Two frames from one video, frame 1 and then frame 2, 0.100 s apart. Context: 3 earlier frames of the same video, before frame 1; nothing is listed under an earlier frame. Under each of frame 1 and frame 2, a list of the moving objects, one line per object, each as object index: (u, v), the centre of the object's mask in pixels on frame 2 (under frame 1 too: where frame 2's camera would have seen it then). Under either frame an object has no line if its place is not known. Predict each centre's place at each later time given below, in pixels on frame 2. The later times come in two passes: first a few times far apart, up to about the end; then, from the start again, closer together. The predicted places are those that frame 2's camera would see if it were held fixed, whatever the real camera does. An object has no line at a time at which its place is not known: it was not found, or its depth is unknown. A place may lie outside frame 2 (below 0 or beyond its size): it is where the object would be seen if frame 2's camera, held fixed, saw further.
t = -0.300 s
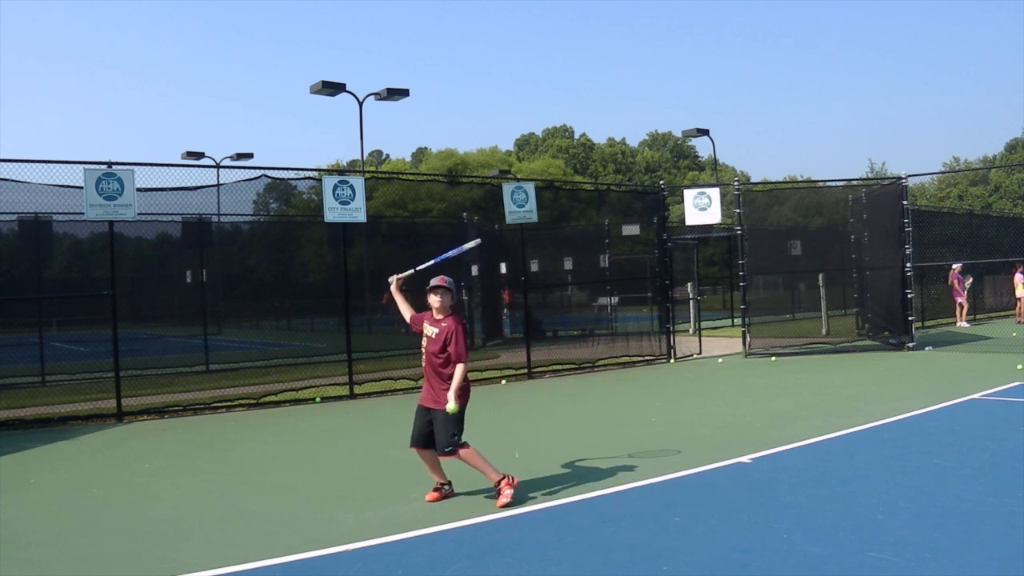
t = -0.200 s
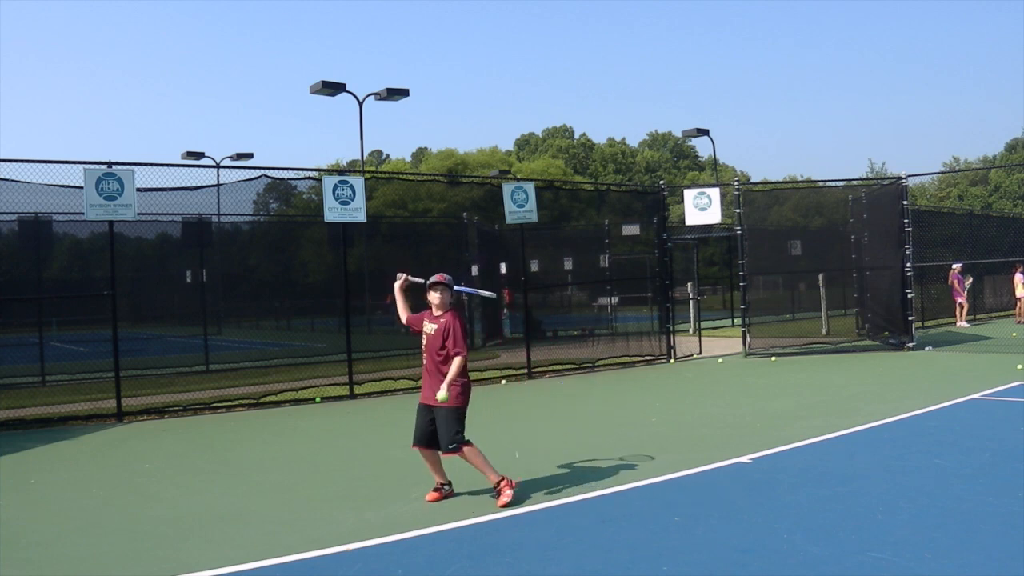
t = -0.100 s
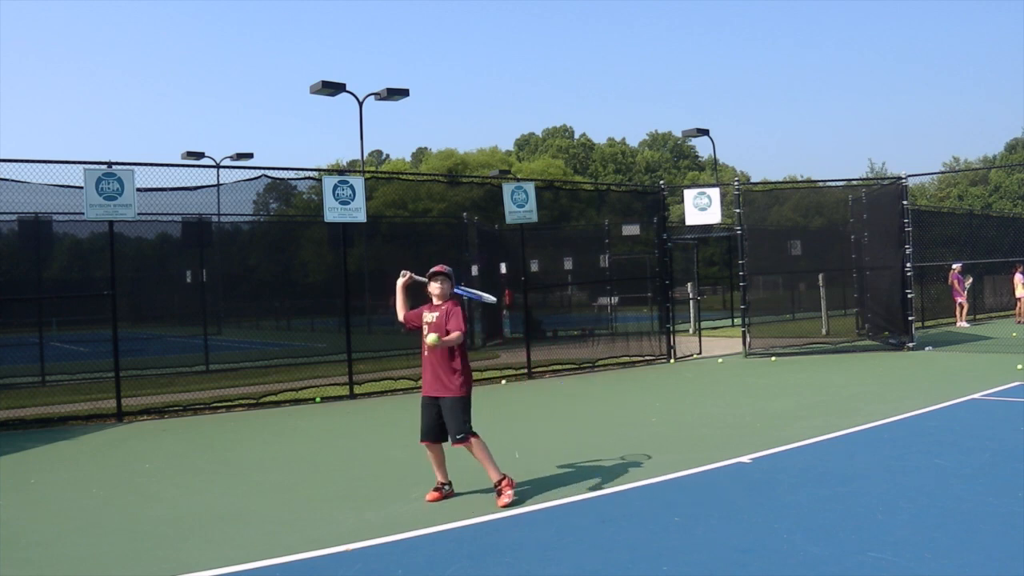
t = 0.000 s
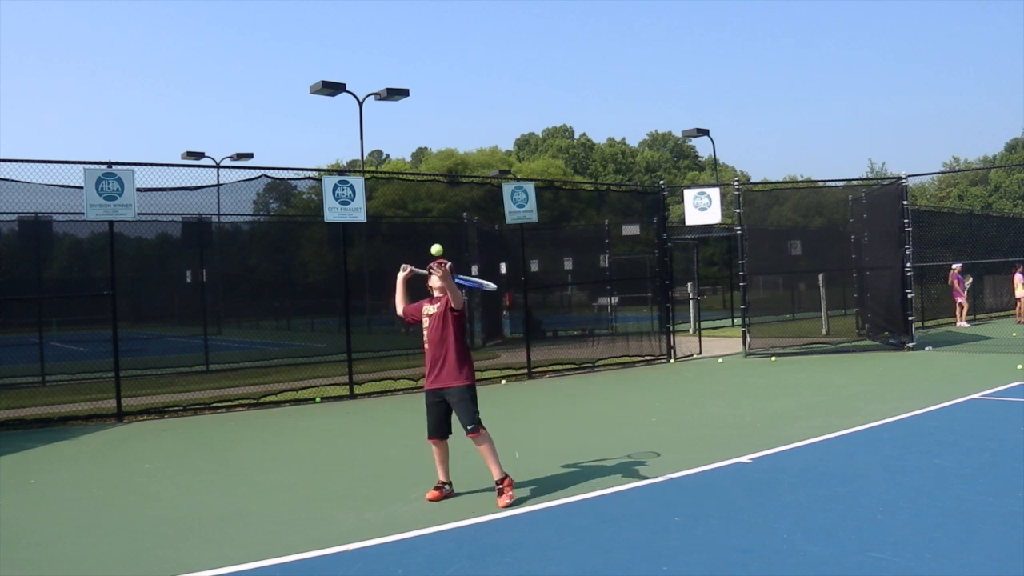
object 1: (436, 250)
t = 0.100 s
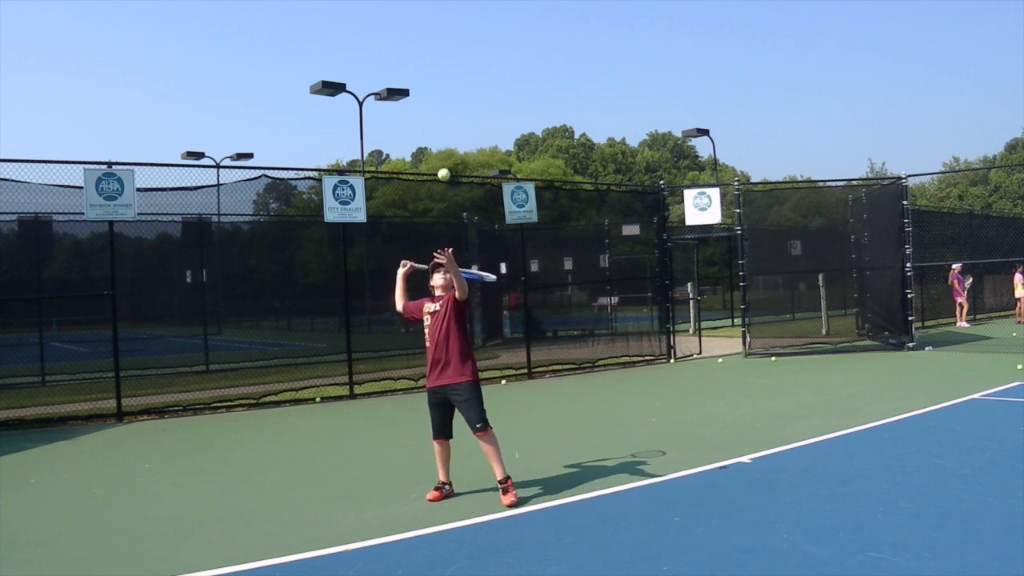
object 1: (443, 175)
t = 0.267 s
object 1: (457, 84)
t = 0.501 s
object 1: (479, 35)
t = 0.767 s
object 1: (509, 89)
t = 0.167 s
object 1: (448, 133)
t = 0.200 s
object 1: (451, 115)
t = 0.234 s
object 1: (454, 99)
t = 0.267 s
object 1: (457, 84)
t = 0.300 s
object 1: (460, 72)
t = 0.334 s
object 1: (463, 61)
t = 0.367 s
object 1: (466, 52)
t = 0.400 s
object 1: (469, 45)
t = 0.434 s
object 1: (472, 40)
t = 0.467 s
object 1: (475, 37)
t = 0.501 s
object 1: (479, 35)
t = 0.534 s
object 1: (482, 35)
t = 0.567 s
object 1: (486, 37)
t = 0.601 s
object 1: (489, 41)
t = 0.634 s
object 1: (493, 46)
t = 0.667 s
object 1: (497, 54)
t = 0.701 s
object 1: (501, 64)
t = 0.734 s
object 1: (505, 75)
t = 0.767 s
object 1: (509, 89)
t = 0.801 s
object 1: (513, 104)
